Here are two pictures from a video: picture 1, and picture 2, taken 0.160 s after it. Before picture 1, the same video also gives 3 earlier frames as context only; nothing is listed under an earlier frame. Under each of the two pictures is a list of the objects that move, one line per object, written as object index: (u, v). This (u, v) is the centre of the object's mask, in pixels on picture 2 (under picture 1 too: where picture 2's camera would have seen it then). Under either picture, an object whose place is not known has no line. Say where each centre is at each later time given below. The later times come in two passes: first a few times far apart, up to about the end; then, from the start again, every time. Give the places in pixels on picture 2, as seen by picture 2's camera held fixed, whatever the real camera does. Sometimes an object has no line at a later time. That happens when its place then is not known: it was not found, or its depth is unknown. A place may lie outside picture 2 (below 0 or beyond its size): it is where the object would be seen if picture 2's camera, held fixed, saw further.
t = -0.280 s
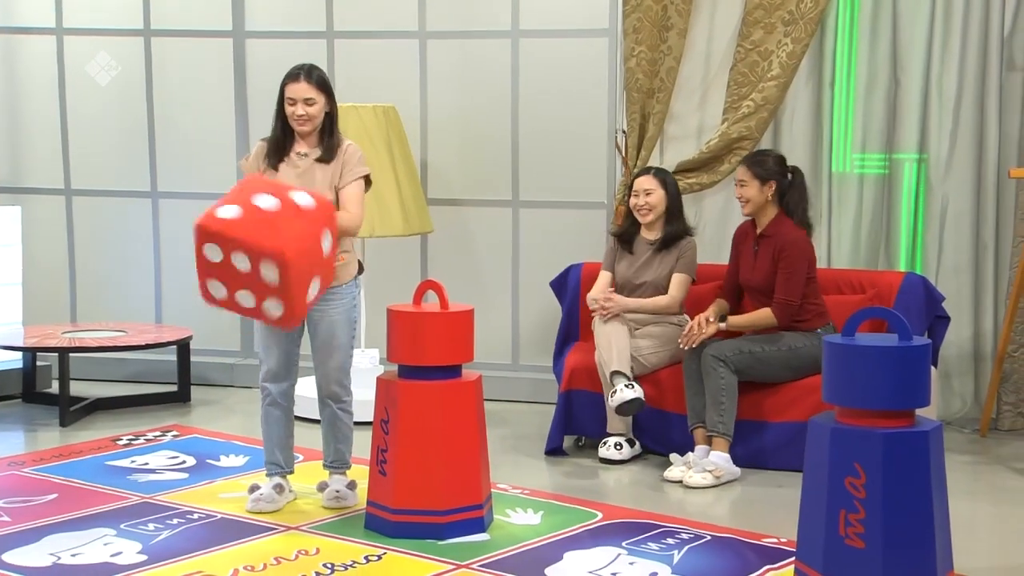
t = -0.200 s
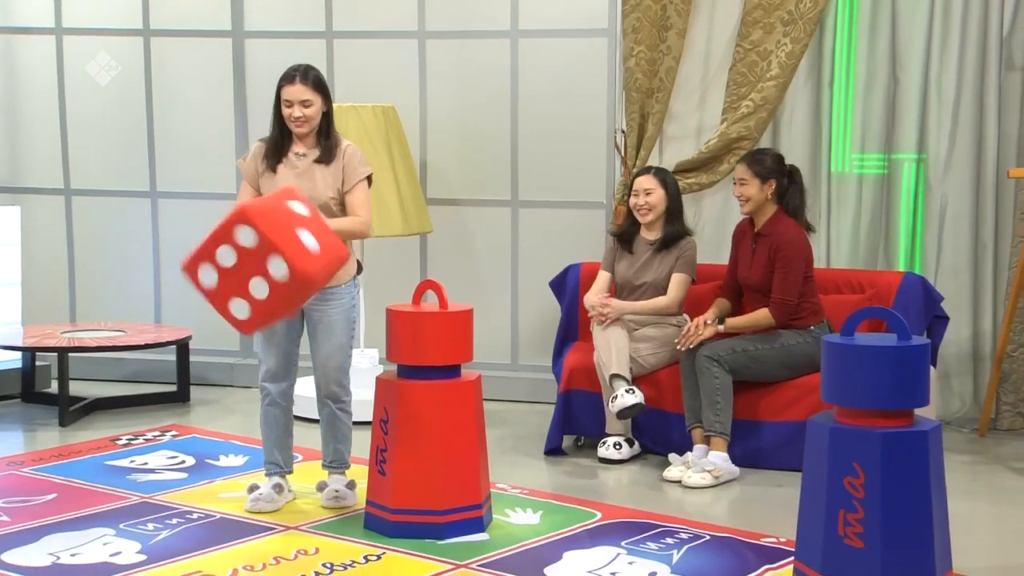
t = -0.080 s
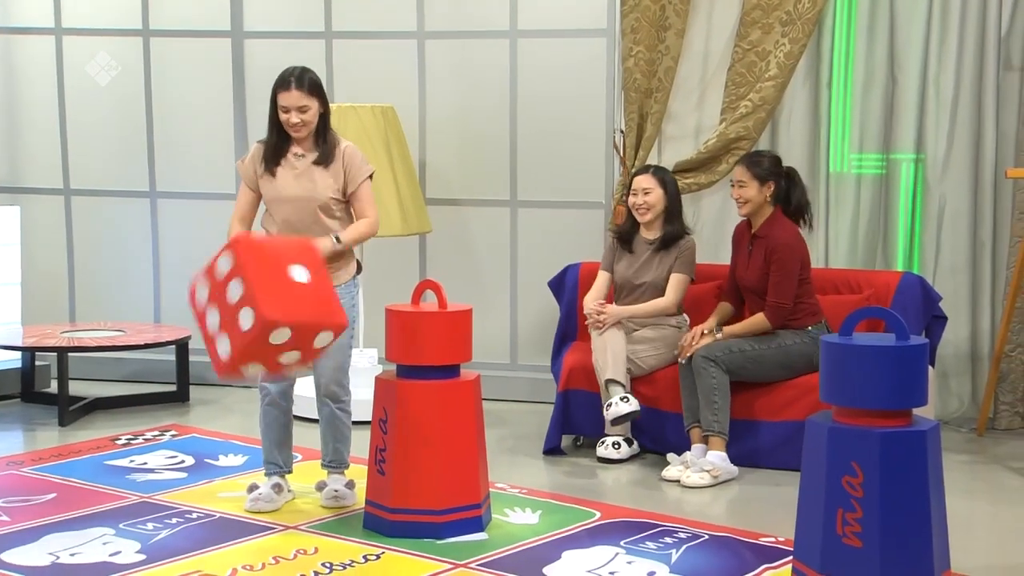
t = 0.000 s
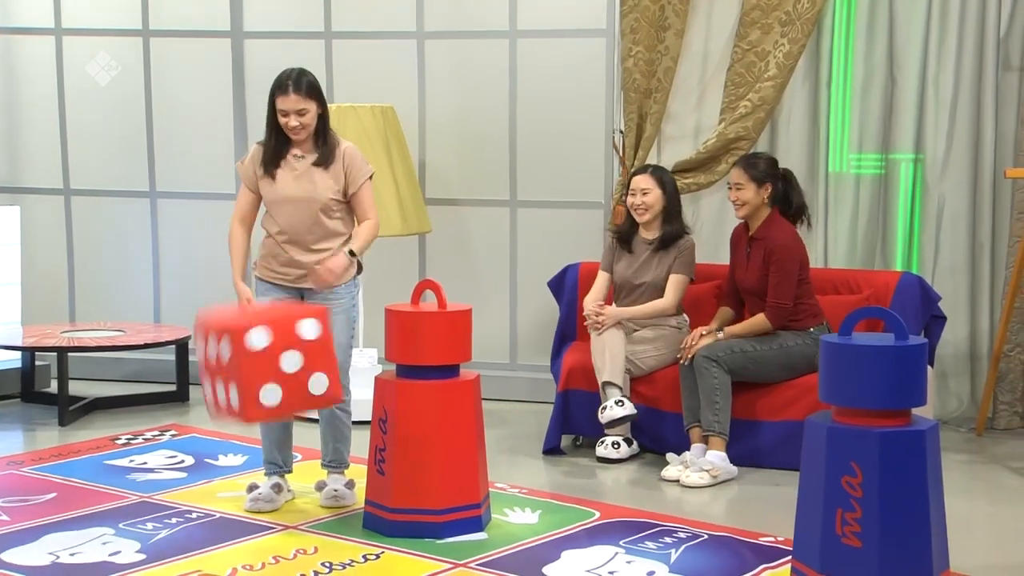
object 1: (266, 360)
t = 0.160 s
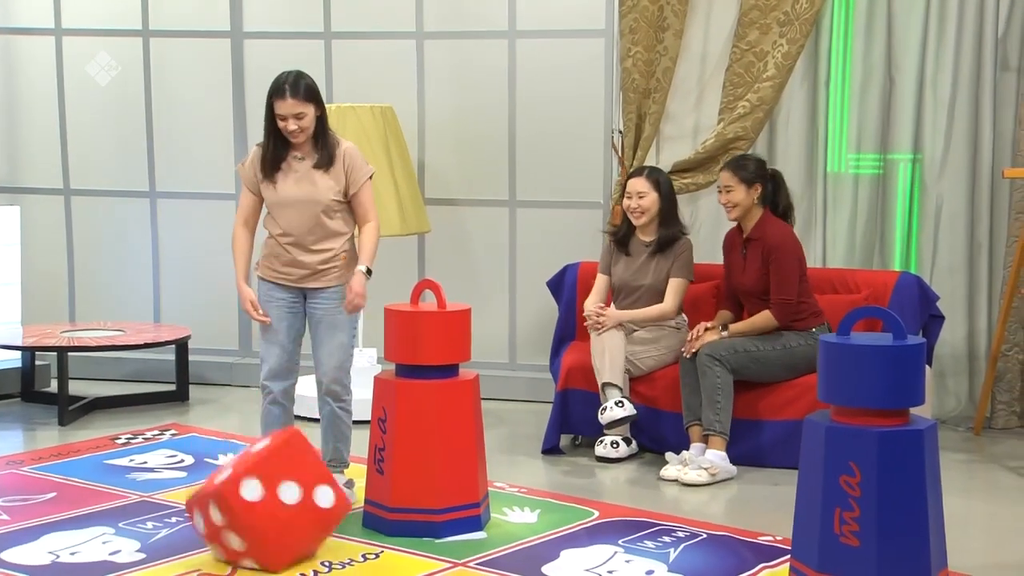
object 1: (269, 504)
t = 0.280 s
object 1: (272, 447)
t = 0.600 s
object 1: (279, 489)
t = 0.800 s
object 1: (290, 475)
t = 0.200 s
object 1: (269, 483)
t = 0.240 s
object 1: (270, 462)
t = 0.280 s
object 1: (272, 447)
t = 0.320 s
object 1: (273, 437)
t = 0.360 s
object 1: (274, 432)
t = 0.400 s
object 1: (275, 432)
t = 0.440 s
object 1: (276, 436)
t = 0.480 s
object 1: (276, 443)
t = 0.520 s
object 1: (277, 455)
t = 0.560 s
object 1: (277, 472)
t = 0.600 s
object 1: (279, 489)
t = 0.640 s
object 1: (282, 482)
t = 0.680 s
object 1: (283, 474)
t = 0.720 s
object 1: (286, 470)
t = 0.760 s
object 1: (288, 470)
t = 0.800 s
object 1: (290, 475)
